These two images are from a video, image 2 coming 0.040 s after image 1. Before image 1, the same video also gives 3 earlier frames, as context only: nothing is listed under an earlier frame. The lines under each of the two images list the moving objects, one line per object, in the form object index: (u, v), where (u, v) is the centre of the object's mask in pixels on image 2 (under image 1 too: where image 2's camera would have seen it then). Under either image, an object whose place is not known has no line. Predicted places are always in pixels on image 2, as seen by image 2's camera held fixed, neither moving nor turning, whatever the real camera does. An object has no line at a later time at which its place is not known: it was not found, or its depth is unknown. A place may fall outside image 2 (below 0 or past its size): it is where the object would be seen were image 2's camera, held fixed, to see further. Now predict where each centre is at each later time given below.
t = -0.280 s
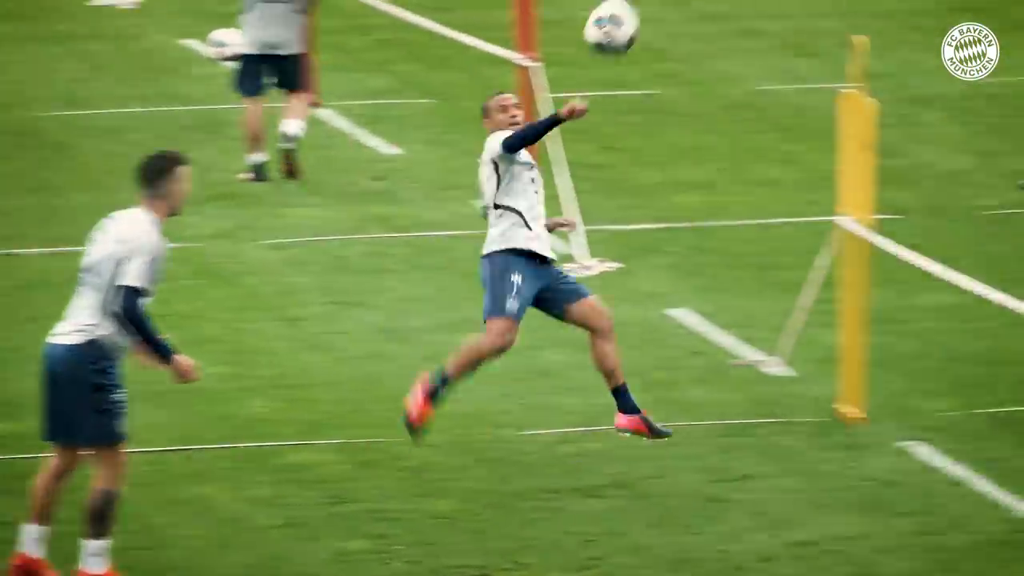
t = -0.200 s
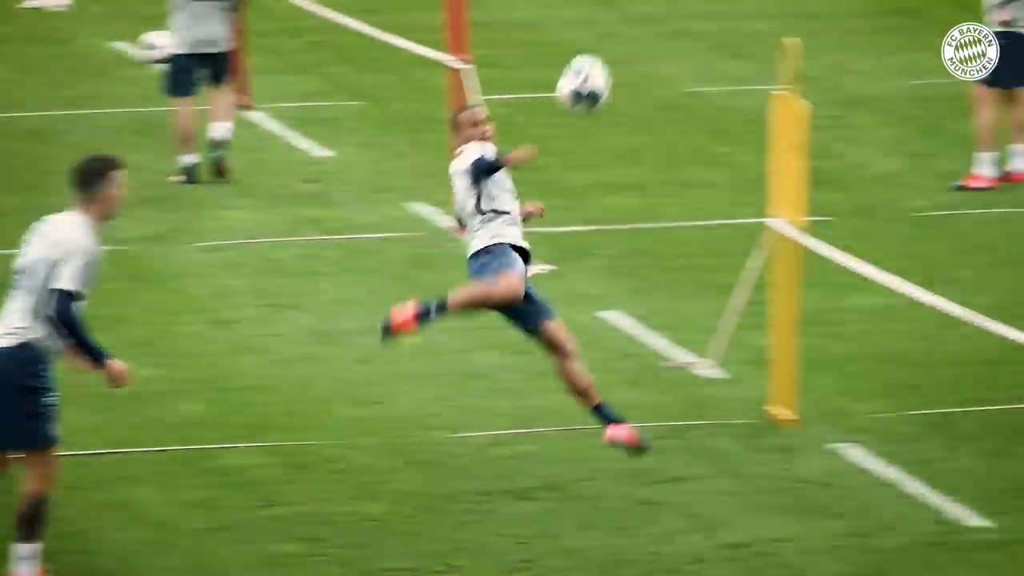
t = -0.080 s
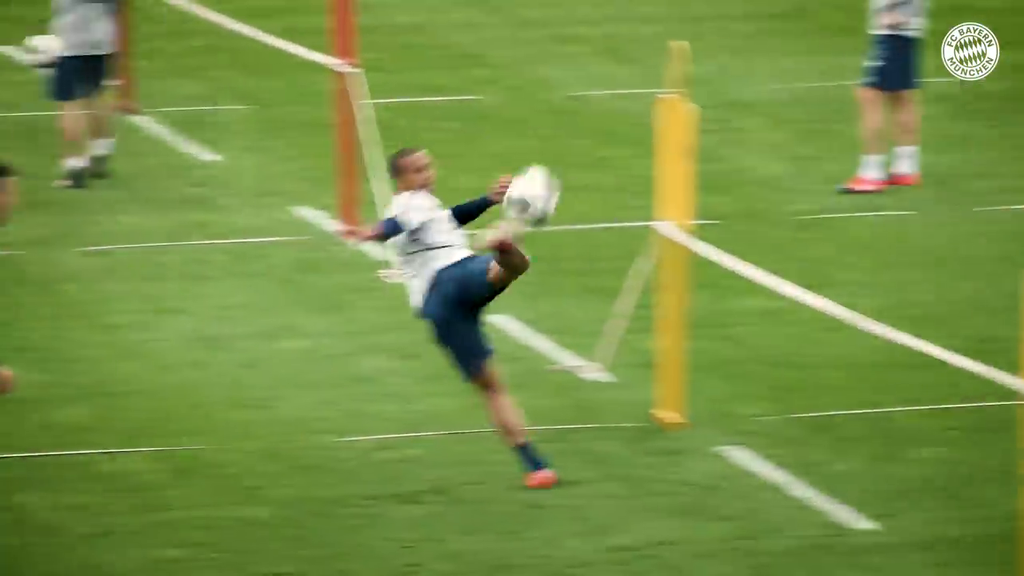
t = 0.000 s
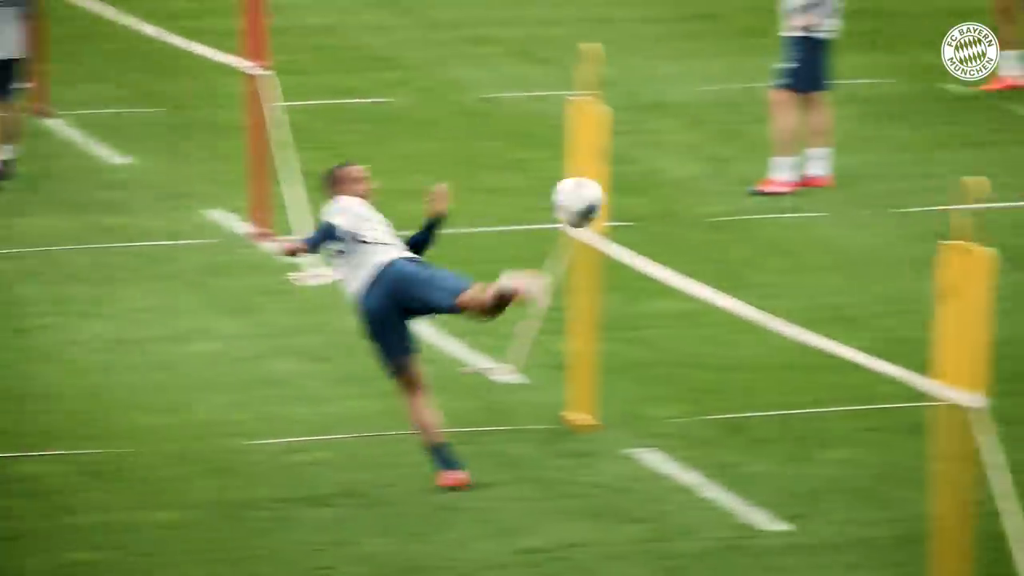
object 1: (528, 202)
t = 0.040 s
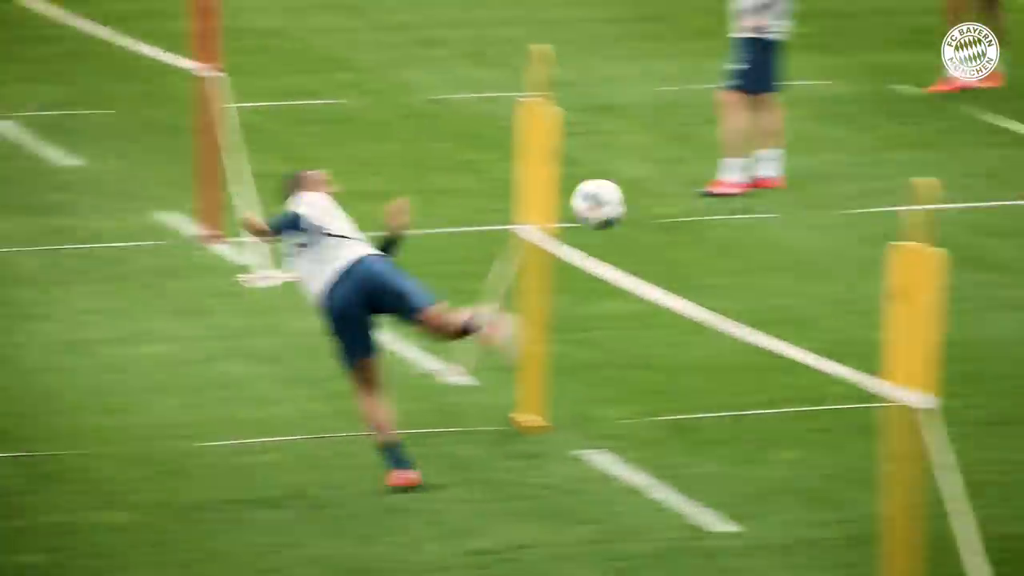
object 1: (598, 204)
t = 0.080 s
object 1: (666, 204)
